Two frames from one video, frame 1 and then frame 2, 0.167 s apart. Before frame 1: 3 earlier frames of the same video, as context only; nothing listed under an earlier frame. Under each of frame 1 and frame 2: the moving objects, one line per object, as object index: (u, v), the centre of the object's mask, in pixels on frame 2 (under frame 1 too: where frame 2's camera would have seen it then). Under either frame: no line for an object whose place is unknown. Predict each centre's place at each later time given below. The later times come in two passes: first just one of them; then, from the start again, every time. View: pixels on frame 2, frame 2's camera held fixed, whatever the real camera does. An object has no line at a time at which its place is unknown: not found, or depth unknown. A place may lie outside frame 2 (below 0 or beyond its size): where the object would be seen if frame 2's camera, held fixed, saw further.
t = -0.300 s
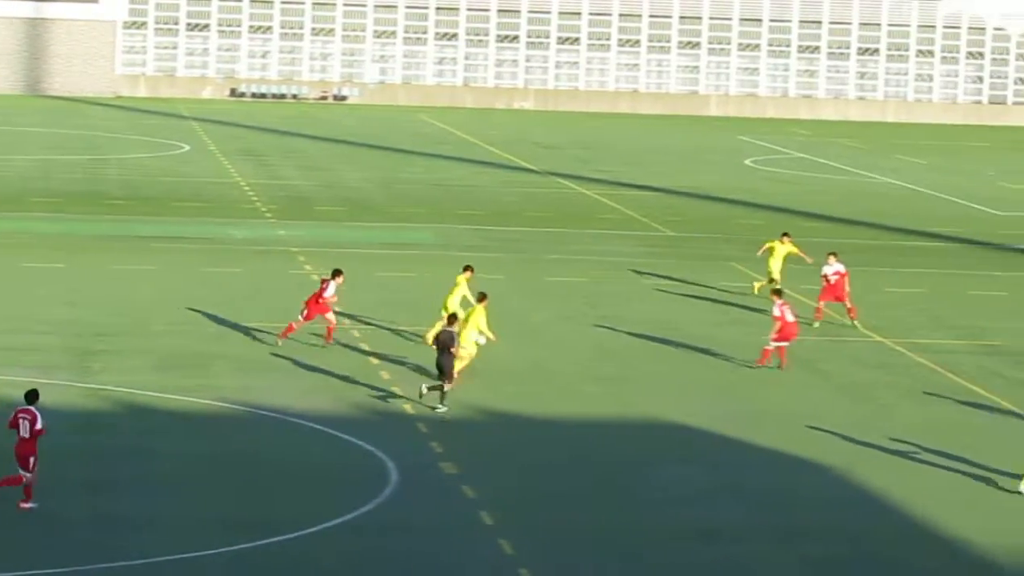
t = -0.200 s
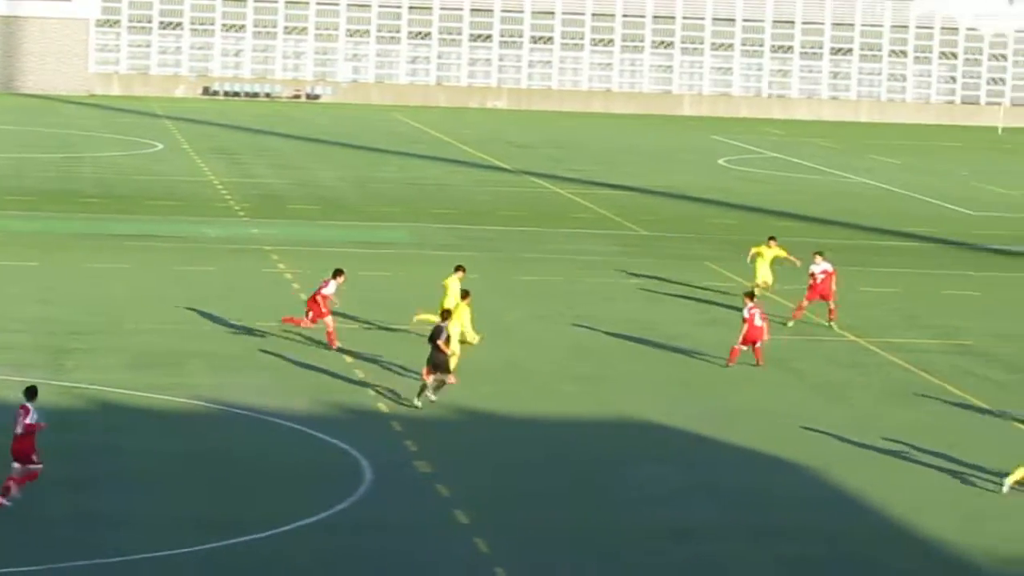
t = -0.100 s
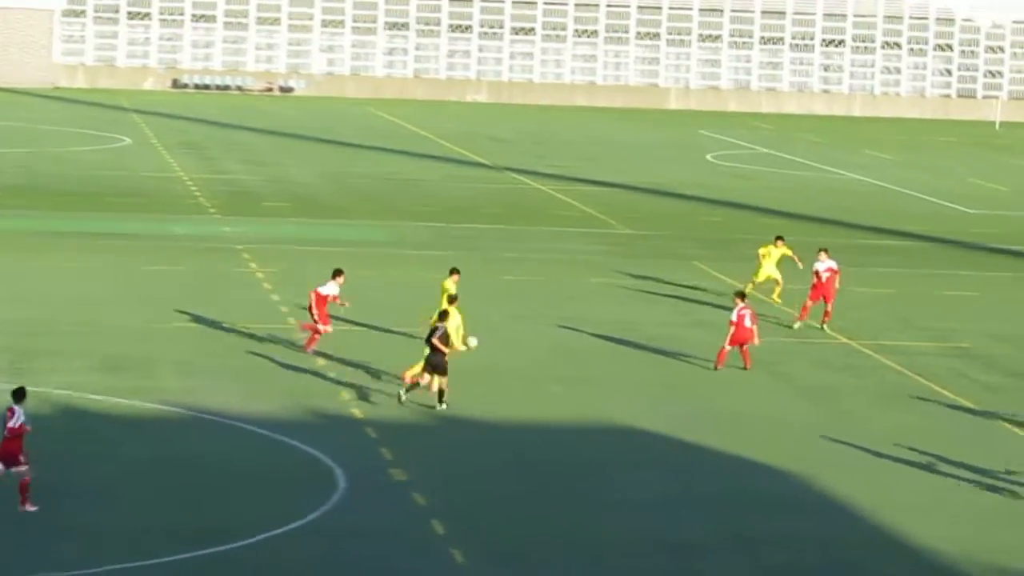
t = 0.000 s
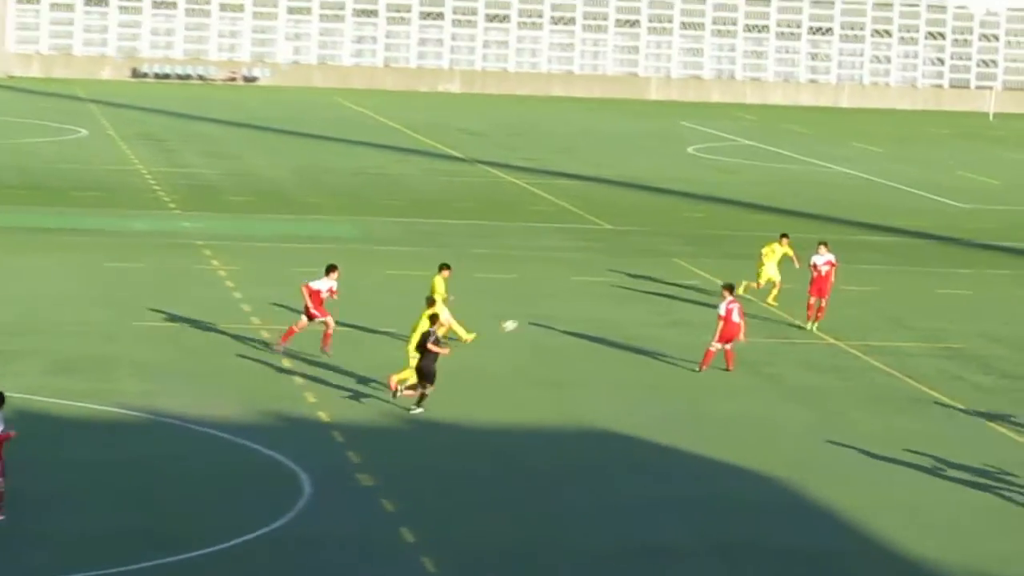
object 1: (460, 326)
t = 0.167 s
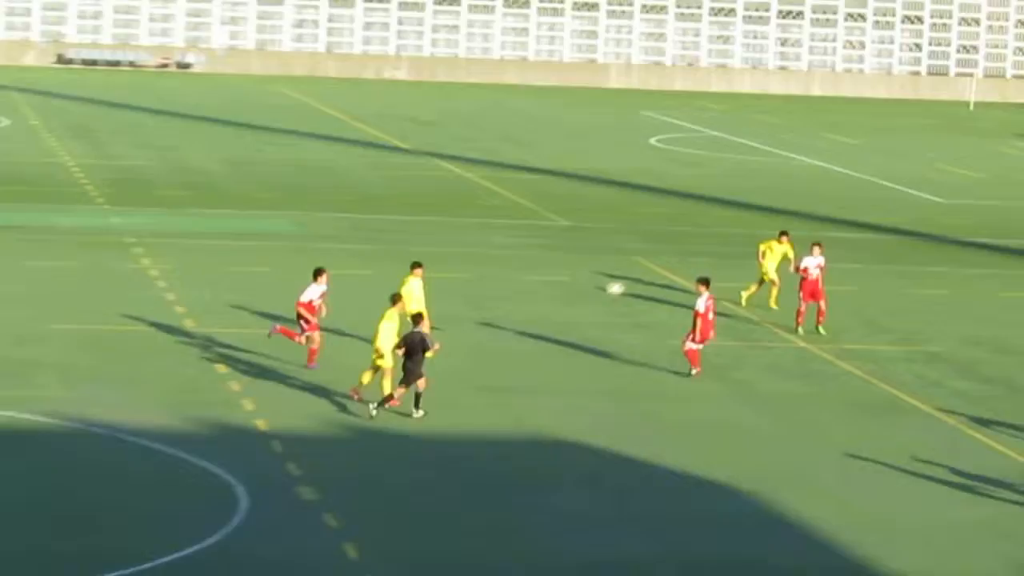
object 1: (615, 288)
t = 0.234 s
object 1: (678, 276)
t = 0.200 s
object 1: (646, 282)
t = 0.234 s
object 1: (678, 276)
